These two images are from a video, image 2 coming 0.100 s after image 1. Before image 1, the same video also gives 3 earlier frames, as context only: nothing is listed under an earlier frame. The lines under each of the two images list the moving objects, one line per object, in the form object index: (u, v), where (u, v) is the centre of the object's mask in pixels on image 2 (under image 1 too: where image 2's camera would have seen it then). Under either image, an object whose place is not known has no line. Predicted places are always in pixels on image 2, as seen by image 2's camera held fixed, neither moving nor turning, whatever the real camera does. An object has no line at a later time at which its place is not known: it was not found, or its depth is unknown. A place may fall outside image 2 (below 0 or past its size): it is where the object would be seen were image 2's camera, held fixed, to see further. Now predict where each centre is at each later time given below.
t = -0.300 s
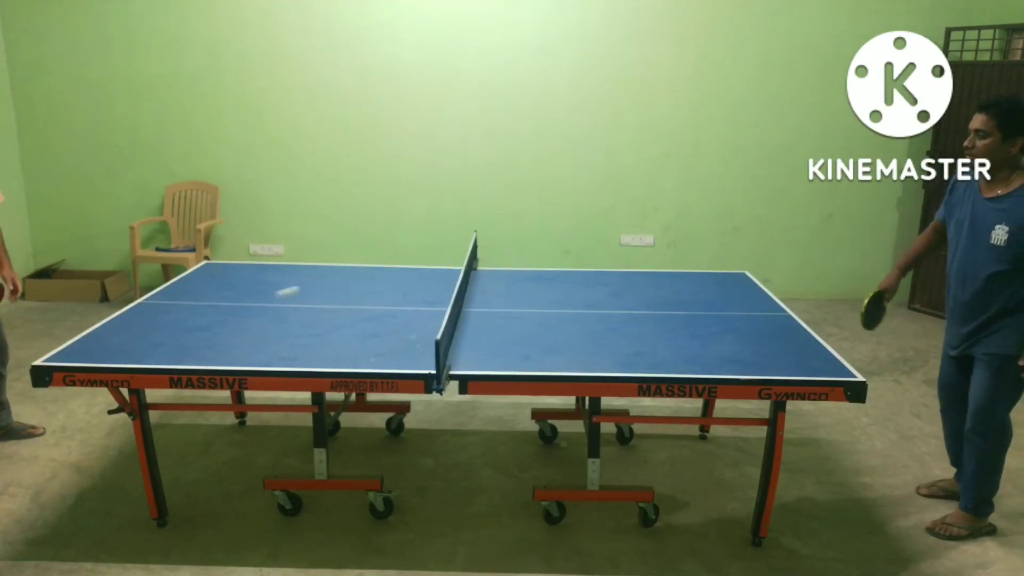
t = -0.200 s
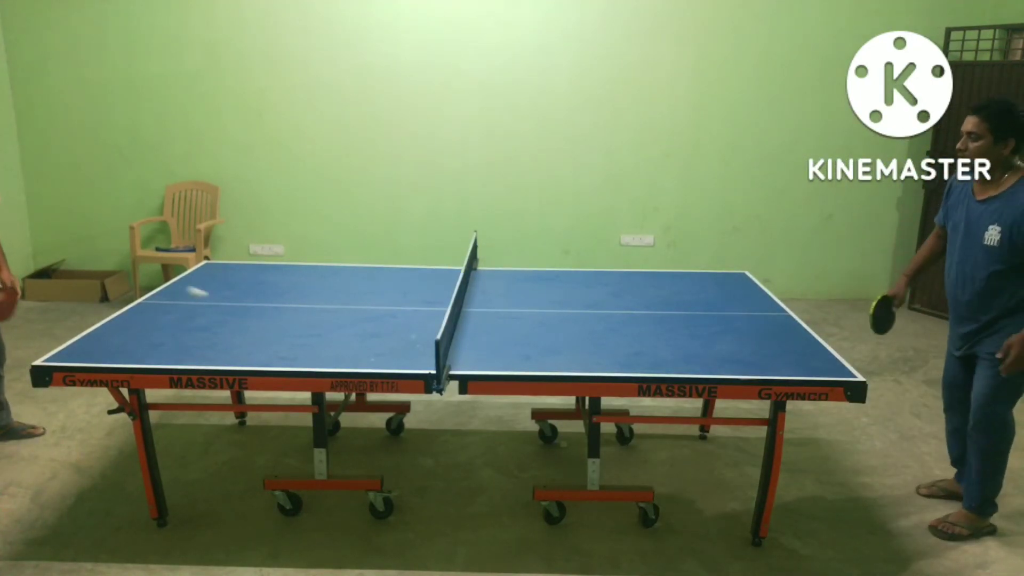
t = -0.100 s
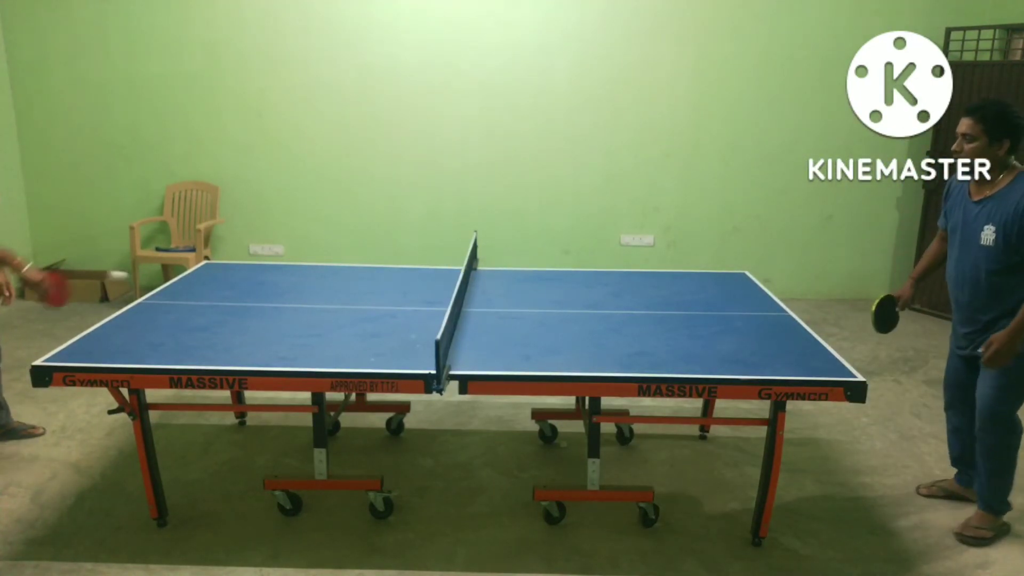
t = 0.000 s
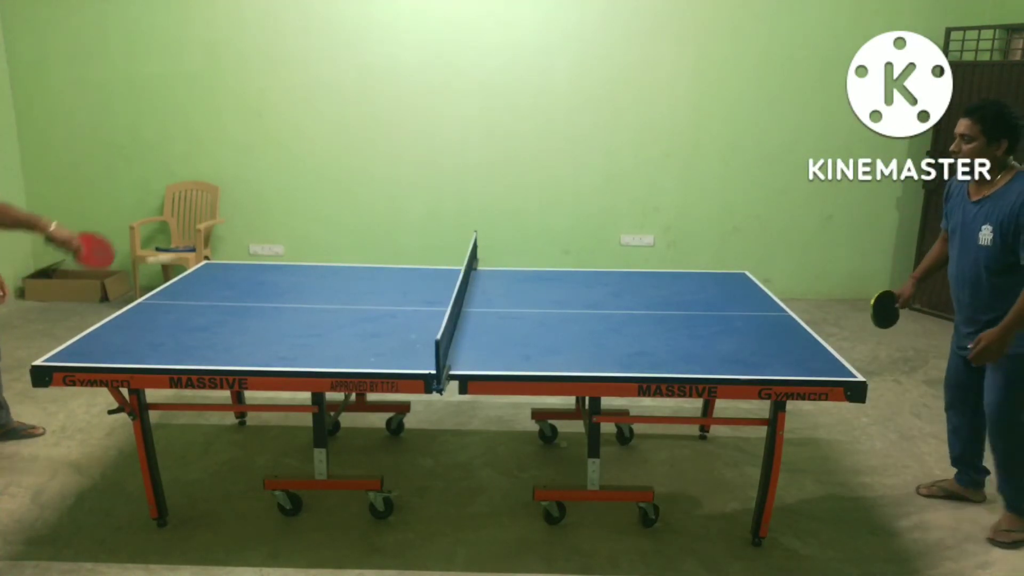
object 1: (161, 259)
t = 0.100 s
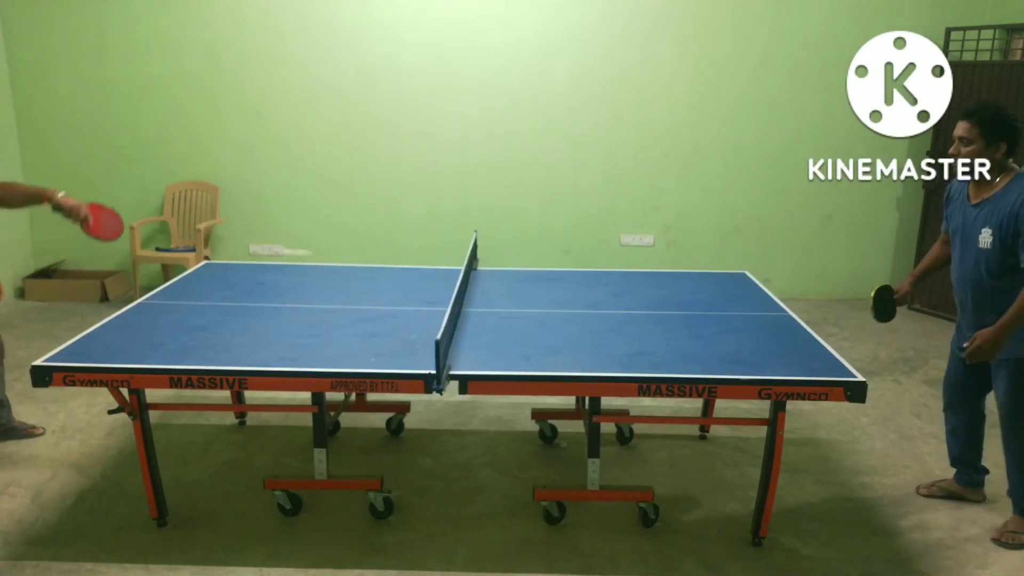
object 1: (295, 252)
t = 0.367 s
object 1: (671, 352)
